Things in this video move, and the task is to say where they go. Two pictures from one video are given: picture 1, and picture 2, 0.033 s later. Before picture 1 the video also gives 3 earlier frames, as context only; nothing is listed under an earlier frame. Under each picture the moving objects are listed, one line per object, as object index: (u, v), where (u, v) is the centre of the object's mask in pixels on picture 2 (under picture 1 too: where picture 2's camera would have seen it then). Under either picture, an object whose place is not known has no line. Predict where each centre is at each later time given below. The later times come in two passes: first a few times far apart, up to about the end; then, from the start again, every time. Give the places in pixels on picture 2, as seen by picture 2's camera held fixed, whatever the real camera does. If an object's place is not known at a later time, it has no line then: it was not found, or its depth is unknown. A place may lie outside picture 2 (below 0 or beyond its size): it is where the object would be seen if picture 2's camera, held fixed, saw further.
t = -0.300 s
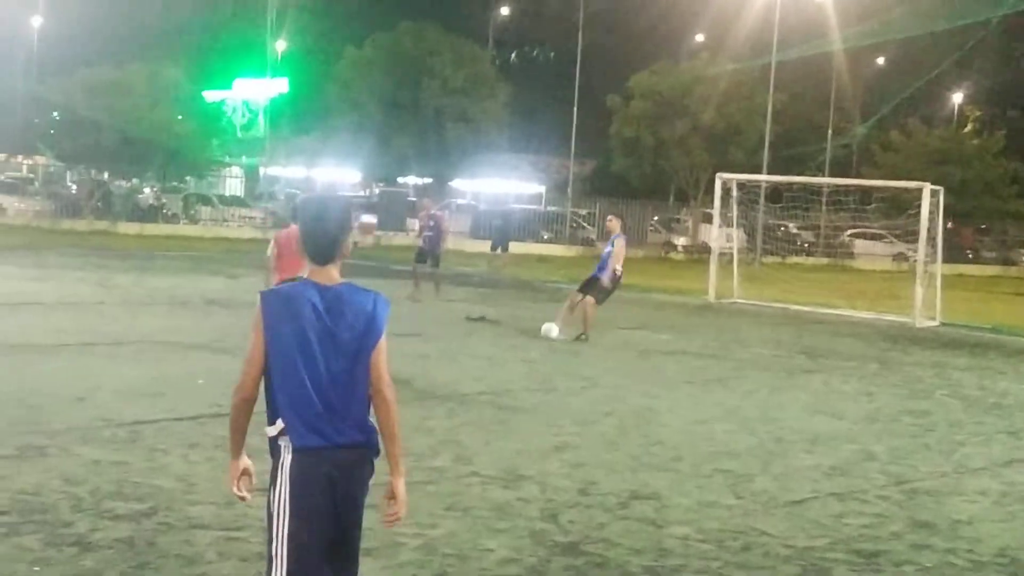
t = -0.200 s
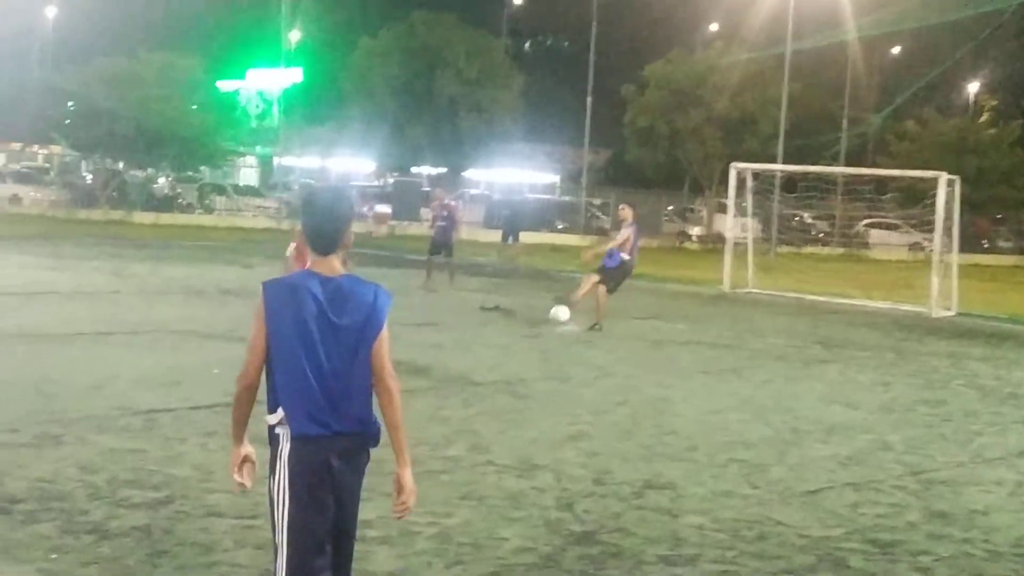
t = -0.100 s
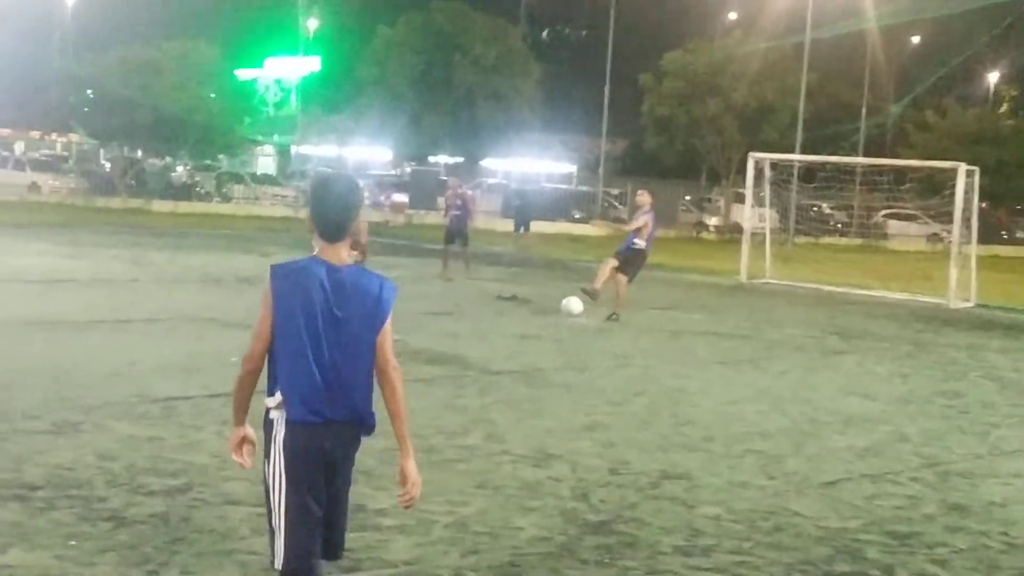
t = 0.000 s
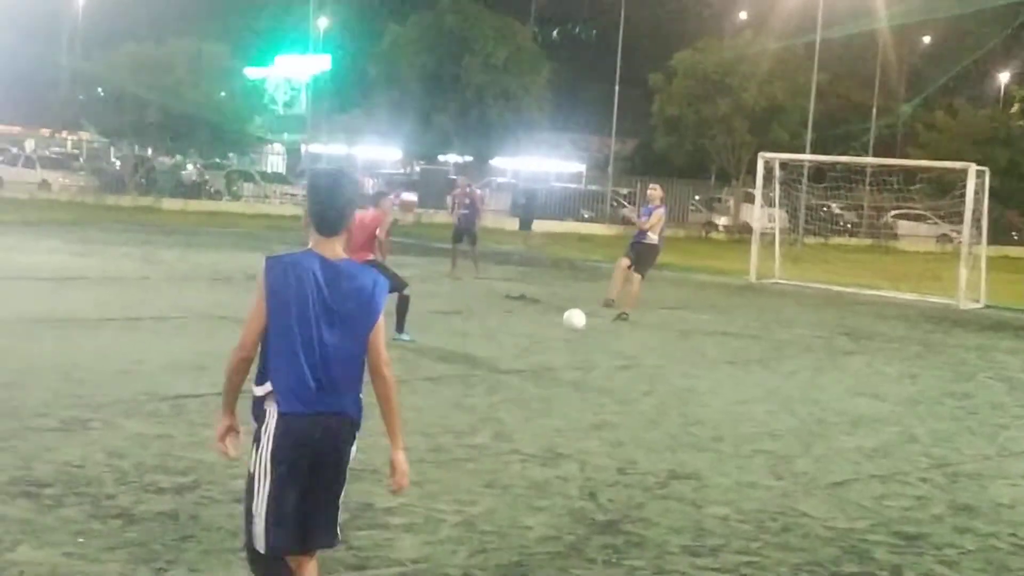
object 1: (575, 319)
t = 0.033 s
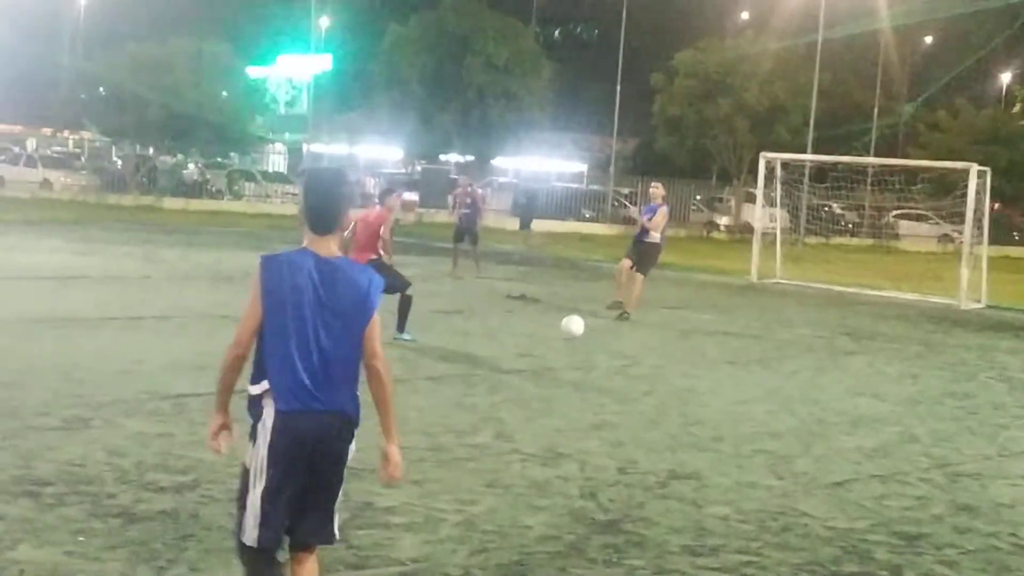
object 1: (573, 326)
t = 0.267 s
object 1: (554, 377)
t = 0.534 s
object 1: (534, 450)
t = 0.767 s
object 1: (516, 531)
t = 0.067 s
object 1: (570, 335)
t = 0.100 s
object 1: (566, 346)
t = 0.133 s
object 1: (563, 360)
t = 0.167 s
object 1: (559, 373)
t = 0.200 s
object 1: (557, 374)
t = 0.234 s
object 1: (556, 373)
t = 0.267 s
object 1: (554, 377)
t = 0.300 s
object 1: (552, 382)
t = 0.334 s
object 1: (550, 389)
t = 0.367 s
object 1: (547, 398)
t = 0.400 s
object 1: (545, 410)
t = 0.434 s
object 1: (542, 422)
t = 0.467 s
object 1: (539, 438)
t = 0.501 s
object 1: (537, 445)
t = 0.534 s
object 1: (534, 450)
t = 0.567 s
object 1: (533, 461)
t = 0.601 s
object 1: (530, 471)
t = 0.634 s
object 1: (527, 486)
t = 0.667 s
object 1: (525, 496)
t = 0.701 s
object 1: (522, 508)
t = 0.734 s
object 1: (520, 522)
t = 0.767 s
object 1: (516, 531)
